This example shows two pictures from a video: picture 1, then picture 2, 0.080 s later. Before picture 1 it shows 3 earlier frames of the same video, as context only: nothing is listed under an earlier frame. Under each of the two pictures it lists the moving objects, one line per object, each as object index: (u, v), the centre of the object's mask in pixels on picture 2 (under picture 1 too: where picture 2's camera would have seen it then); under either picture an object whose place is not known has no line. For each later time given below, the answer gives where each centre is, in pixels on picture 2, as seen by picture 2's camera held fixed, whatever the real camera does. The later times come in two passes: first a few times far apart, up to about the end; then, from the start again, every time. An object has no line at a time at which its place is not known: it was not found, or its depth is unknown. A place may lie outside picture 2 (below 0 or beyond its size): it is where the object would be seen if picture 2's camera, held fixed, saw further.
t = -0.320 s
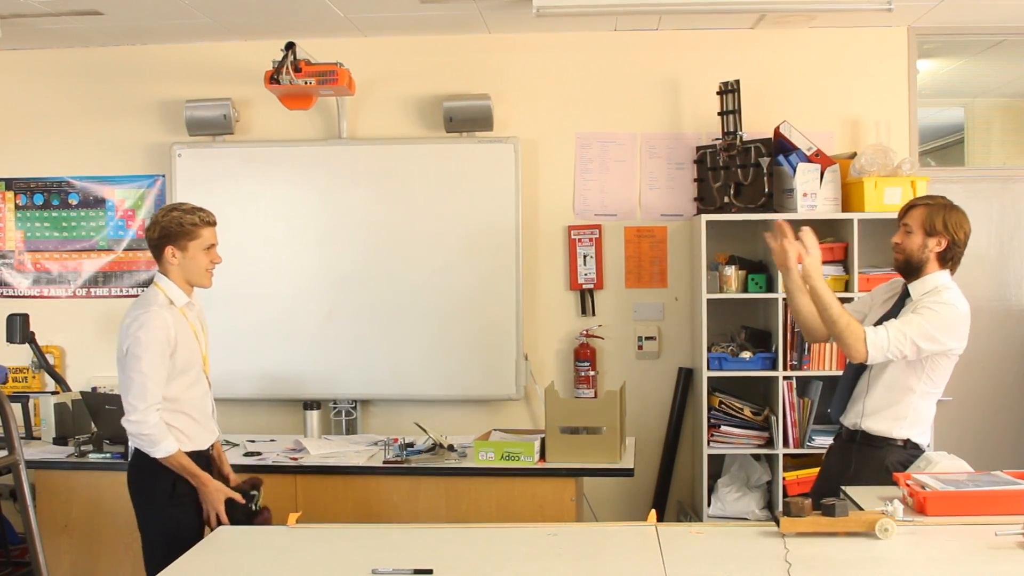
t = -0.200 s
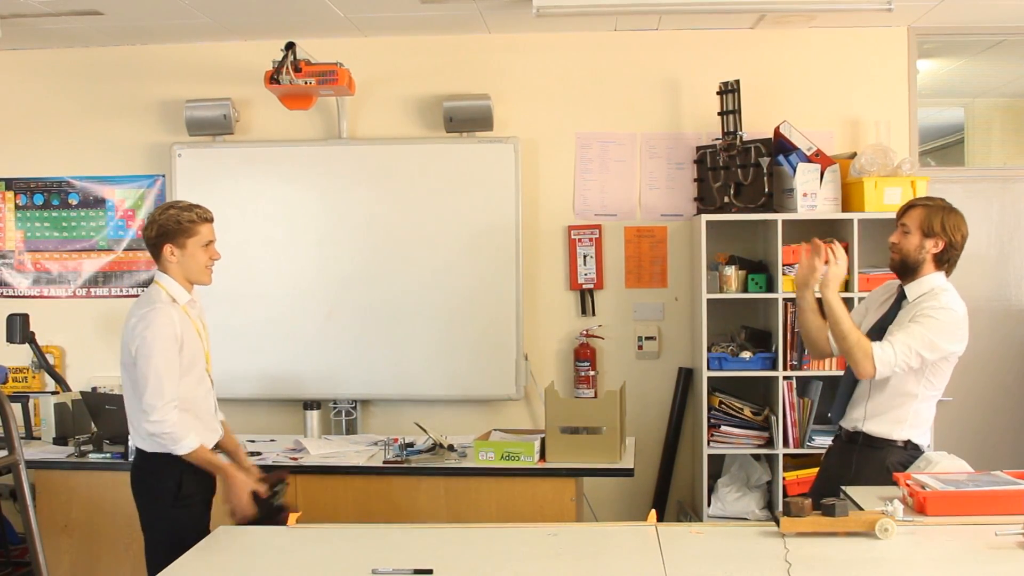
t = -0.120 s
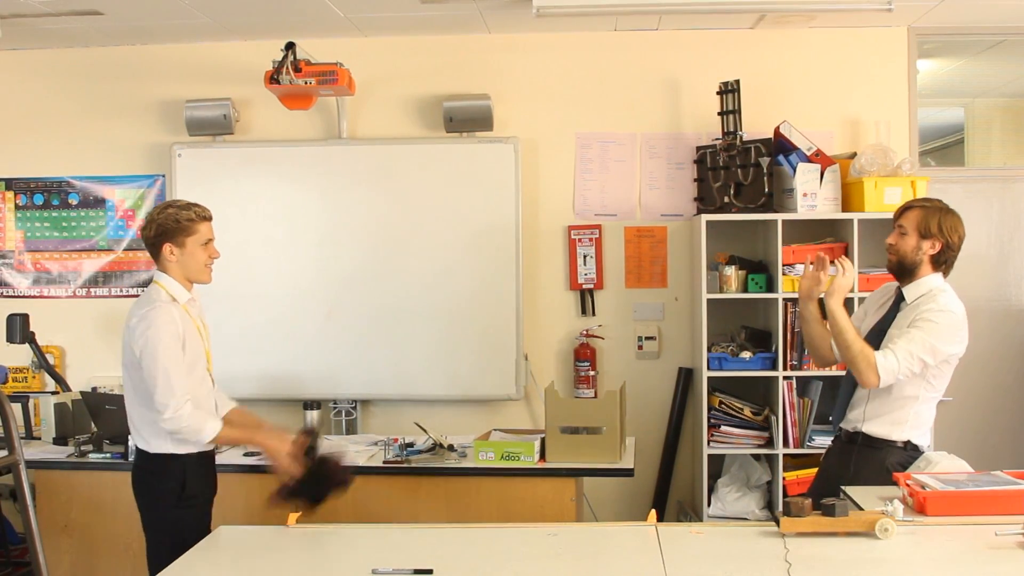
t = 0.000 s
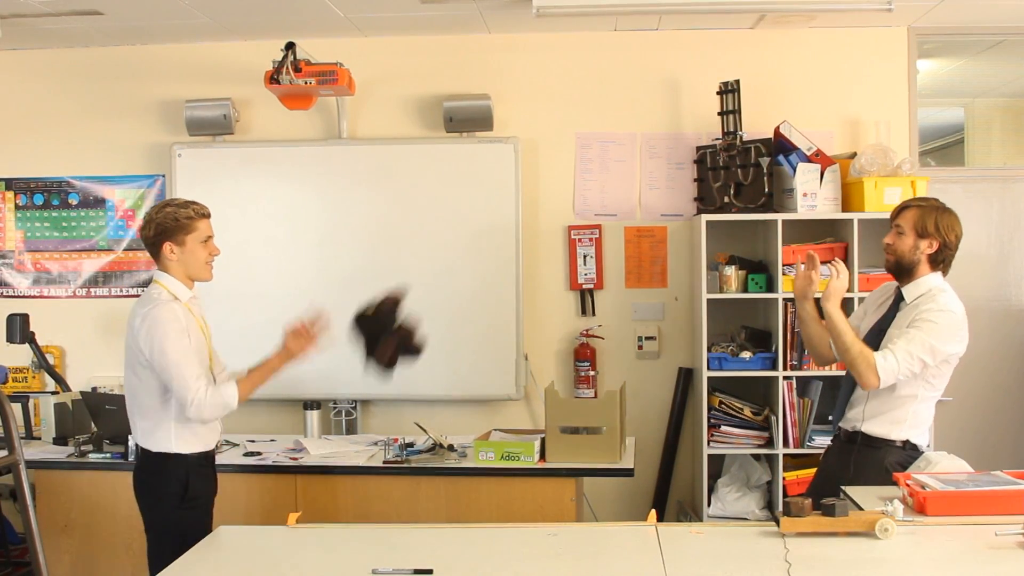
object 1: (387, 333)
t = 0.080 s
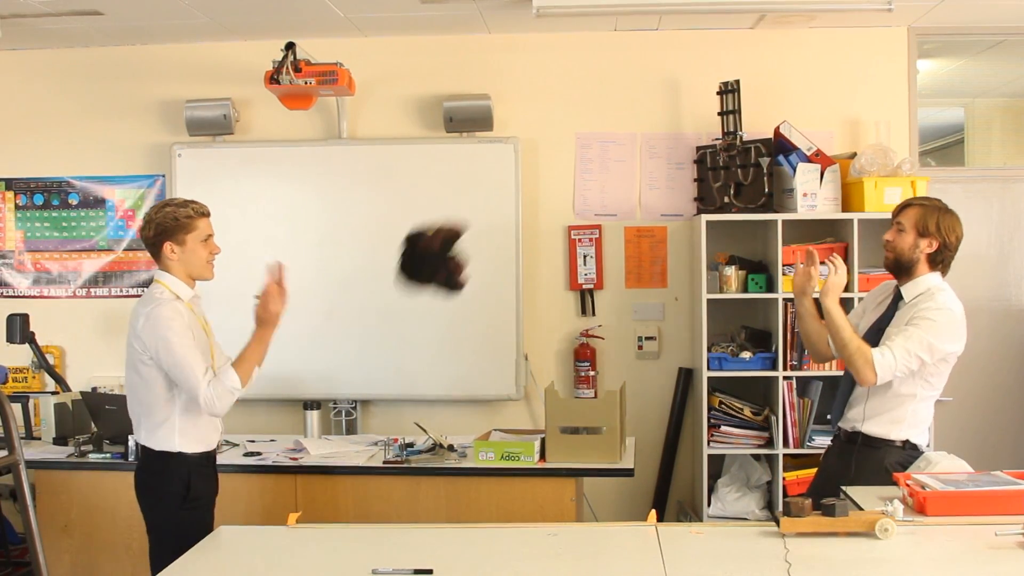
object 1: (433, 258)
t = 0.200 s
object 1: (504, 178)
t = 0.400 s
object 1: (624, 149)
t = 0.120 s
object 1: (457, 227)
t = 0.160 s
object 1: (481, 200)
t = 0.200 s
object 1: (504, 178)
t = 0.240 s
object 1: (528, 162)
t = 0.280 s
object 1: (552, 150)
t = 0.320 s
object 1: (576, 145)
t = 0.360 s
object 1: (600, 144)
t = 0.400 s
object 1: (624, 149)
